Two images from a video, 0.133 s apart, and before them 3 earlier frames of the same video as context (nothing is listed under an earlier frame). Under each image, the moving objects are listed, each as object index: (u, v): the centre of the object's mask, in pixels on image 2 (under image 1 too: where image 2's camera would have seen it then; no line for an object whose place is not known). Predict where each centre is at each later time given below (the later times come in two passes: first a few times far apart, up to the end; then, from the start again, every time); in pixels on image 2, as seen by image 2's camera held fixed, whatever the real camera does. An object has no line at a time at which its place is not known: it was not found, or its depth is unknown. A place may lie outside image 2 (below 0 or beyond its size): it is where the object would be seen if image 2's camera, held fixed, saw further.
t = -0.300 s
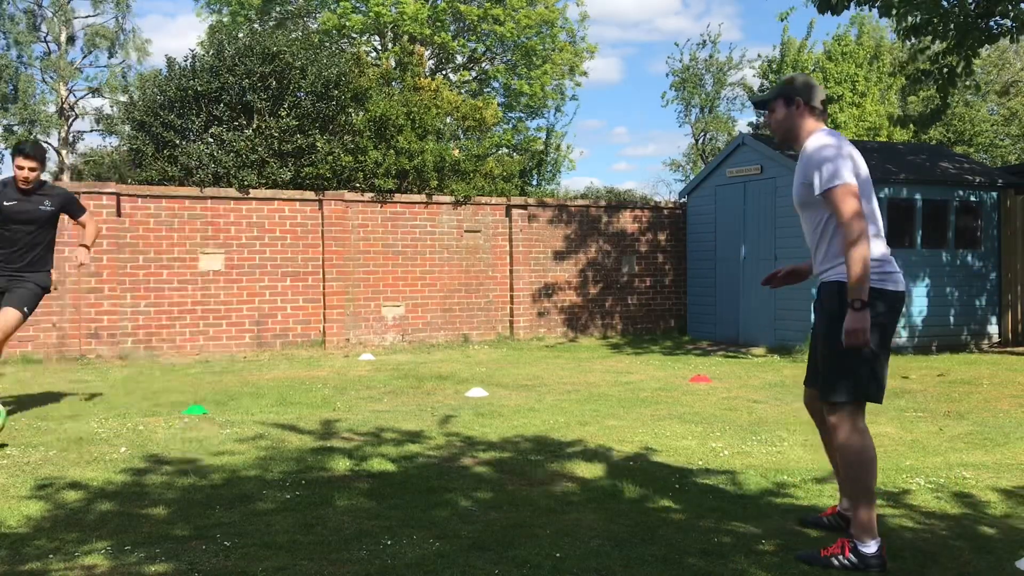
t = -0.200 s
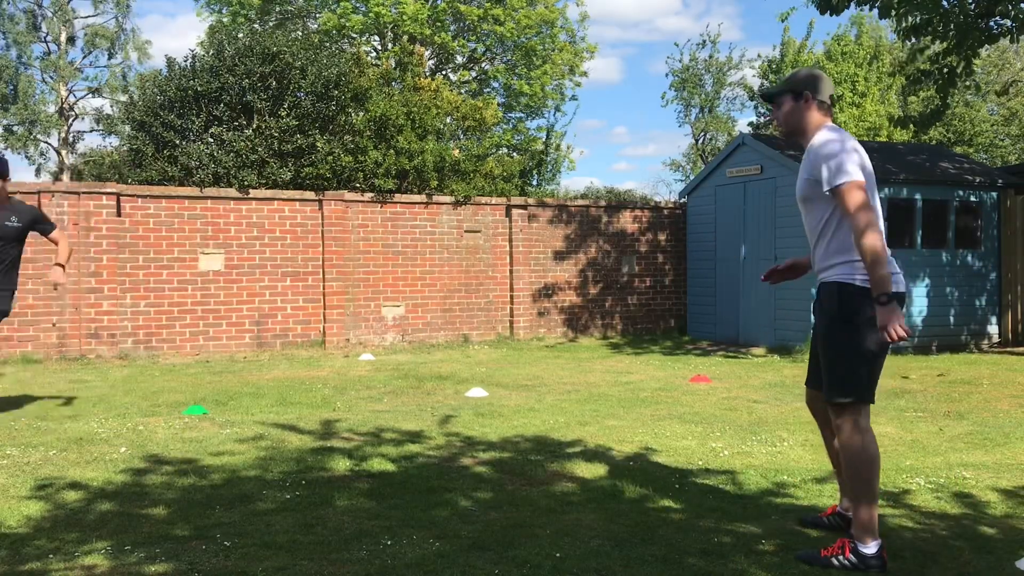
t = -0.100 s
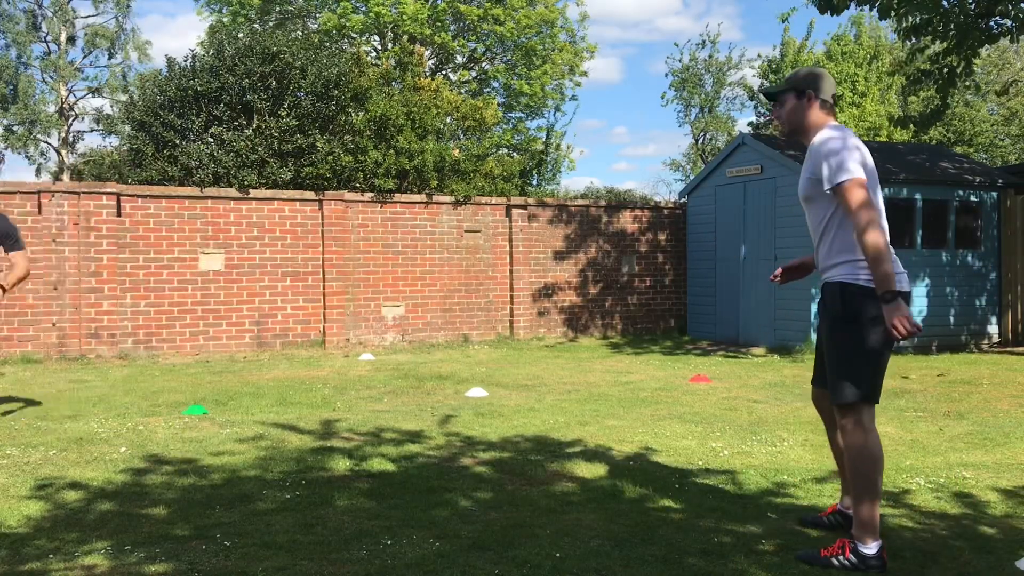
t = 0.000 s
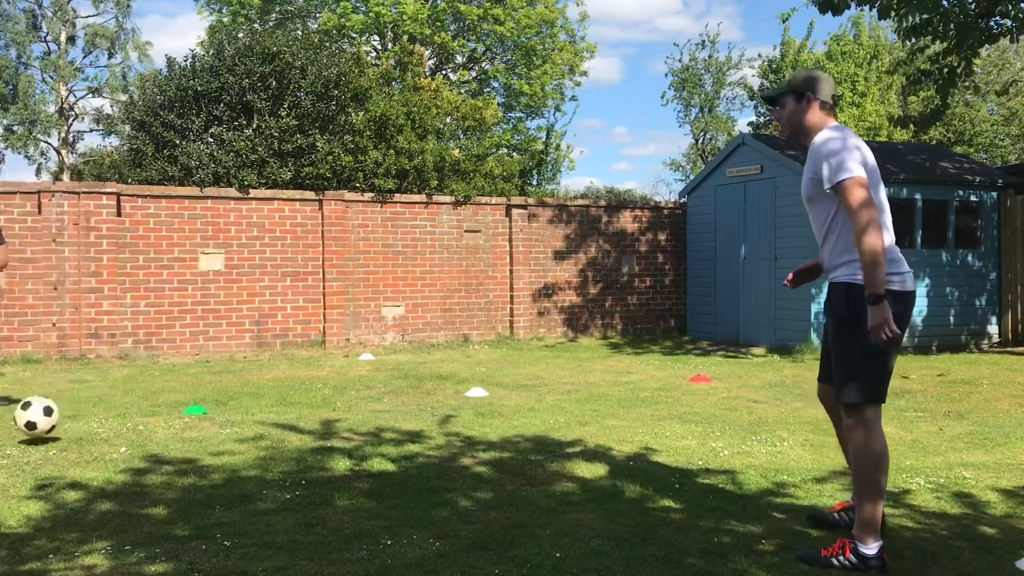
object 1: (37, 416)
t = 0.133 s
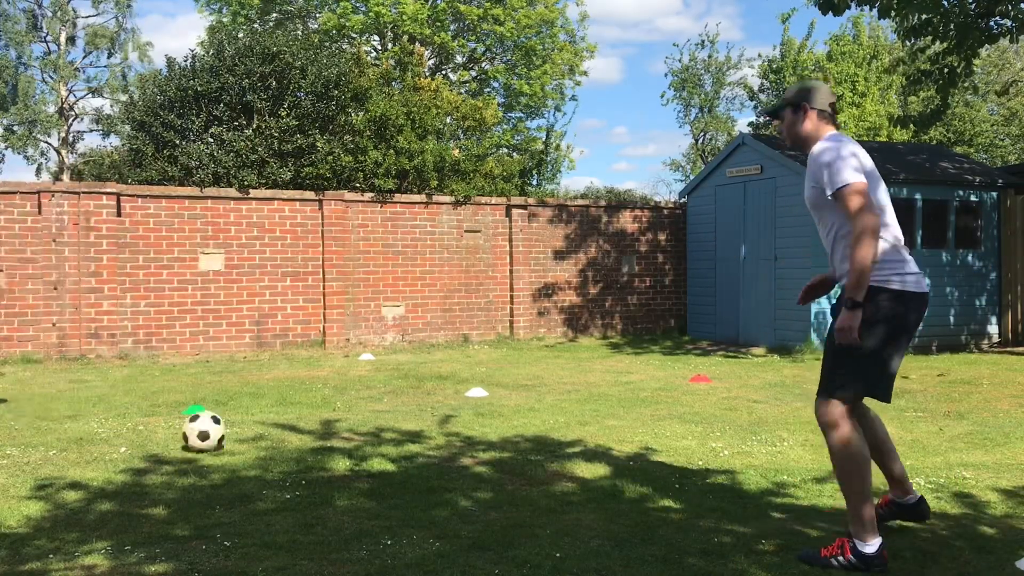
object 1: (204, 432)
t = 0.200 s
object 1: (274, 427)
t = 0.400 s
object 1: (461, 432)
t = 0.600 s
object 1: (629, 437)
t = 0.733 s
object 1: (741, 438)
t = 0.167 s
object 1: (240, 432)
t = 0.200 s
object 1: (274, 427)
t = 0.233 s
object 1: (305, 426)
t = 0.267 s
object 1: (338, 427)
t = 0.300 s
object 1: (371, 429)
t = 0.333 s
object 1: (403, 434)
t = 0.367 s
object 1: (432, 436)
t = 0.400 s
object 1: (461, 432)
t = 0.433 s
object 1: (489, 431)
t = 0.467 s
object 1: (516, 431)
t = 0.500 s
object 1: (545, 433)
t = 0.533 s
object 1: (572, 438)
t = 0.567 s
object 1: (601, 439)
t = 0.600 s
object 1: (629, 437)
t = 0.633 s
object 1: (656, 435)
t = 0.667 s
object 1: (685, 436)
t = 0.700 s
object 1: (714, 440)
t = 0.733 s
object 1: (741, 438)
